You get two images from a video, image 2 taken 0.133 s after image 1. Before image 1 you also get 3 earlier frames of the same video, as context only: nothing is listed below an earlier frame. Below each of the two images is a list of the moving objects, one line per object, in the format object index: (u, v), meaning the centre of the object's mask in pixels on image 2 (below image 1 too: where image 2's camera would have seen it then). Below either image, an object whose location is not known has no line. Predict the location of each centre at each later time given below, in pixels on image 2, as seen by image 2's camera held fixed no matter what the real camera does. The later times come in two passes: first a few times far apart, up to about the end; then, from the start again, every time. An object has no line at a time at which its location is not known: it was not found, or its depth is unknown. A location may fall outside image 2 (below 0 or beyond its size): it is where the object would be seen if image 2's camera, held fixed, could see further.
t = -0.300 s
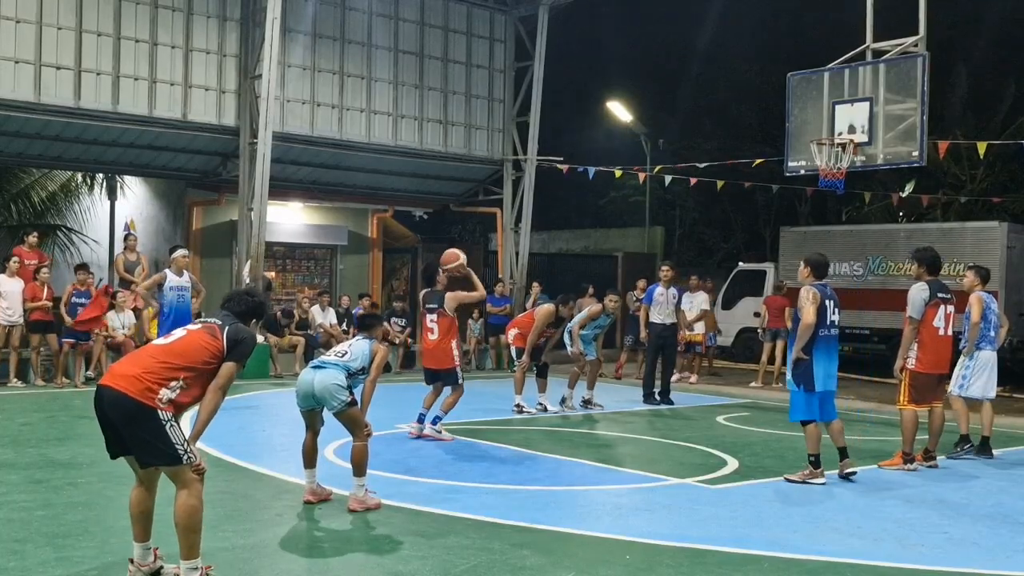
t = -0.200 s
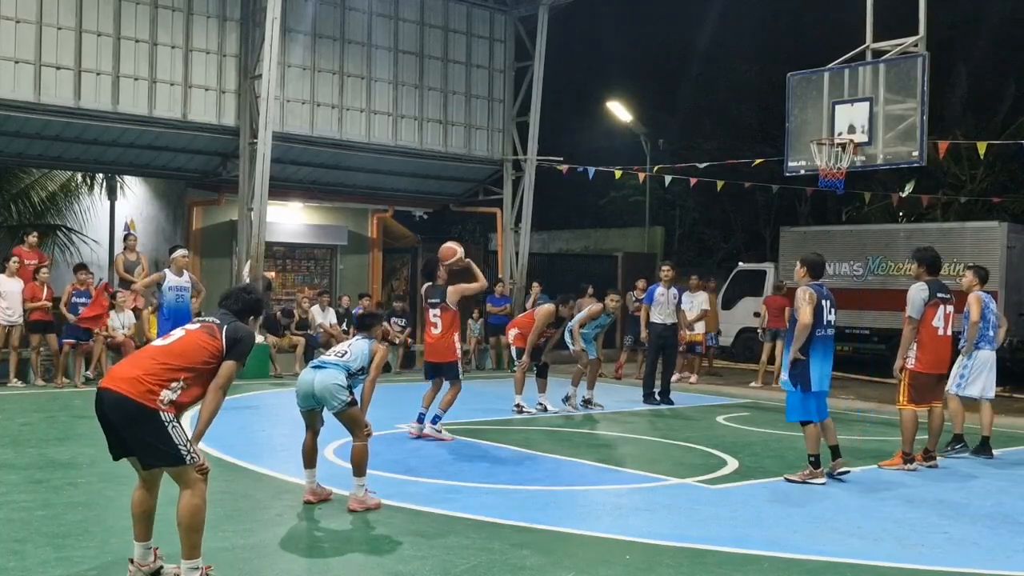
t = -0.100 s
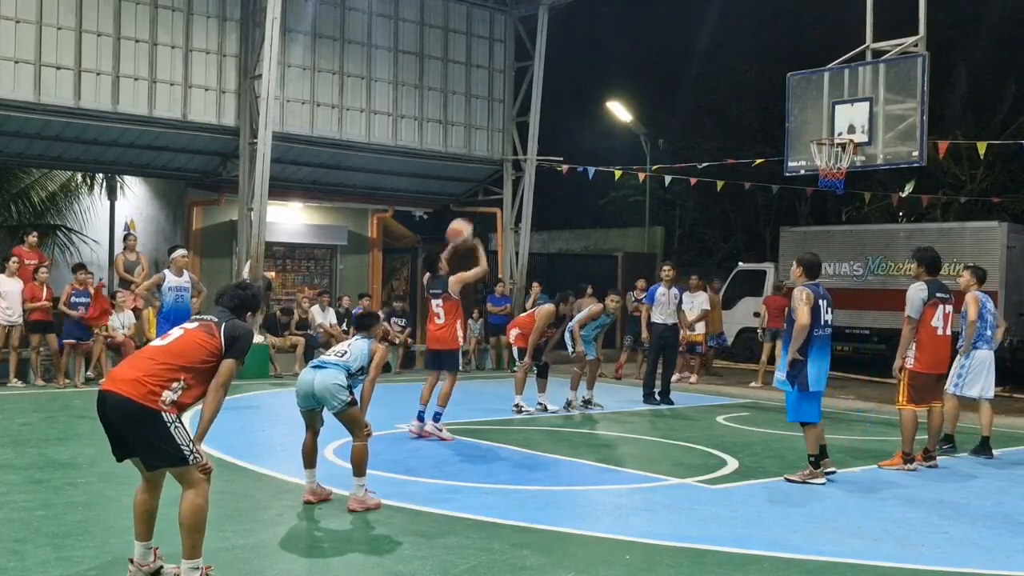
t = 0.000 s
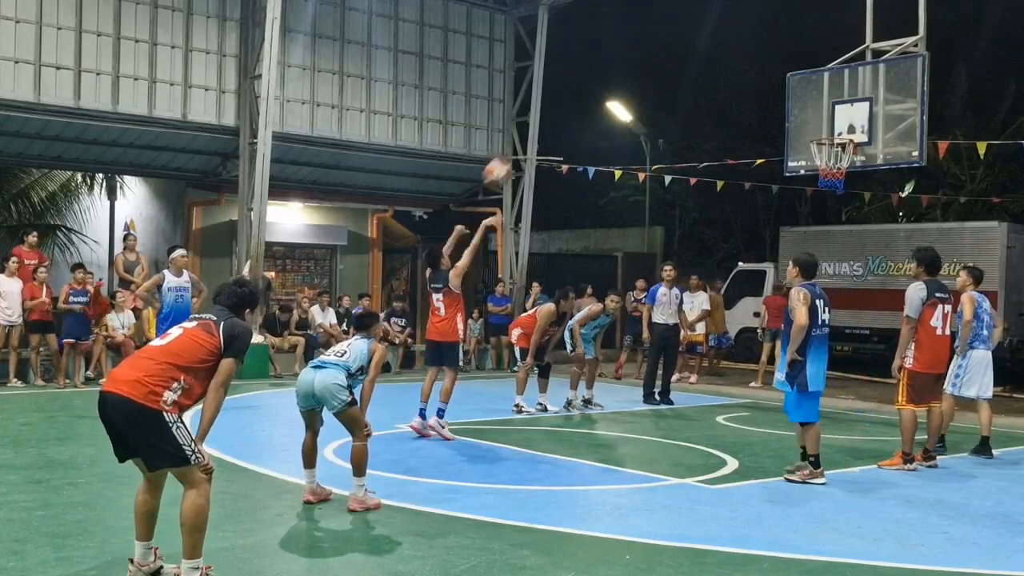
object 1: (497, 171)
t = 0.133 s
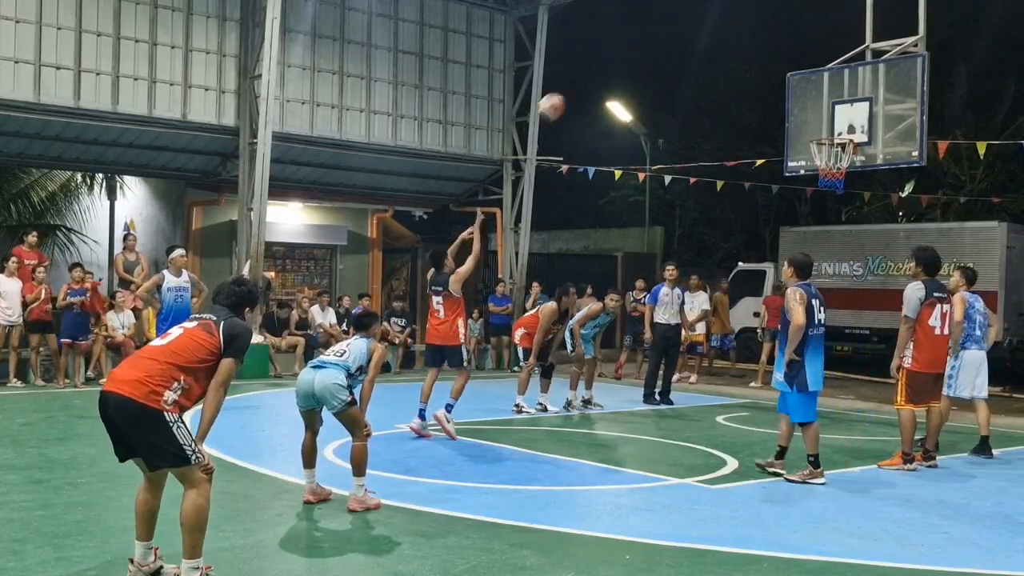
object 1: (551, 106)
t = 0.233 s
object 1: (589, 71)
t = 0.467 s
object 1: (670, 30)
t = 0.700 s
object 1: (742, 42)
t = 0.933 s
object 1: (805, 99)
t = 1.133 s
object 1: (845, 98)
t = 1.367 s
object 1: (862, 58)
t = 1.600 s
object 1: (875, 67)
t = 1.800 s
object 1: (884, 115)
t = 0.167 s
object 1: (564, 94)
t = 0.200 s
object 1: (577, 82)
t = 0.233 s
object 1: (589, 71)
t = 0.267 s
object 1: (602, 62)
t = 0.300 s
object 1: (614, 53)
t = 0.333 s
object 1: (625, 46)
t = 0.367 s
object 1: (637, 41)
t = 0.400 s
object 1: (648, 36)
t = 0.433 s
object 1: (659, 33)
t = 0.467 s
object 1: (670, 30)
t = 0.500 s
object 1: (681, 29)
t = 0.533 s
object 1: (692, 29)
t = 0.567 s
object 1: (702, 29)
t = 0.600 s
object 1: (712, 31)
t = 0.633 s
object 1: (722, 34)
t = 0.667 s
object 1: (732, 37)
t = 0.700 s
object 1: (742, 42)
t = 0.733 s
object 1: (752, 47)
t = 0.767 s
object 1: (761, 54)
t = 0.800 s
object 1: (770, 61)
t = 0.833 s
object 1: (779, 69)
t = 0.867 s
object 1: (788, 78)
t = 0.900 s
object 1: (797, 88)
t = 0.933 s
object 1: (805, 99)
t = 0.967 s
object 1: (812, 111)
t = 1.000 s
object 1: (822, 124)
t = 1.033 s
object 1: (829, 129)
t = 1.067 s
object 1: (835, 120)
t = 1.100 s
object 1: (840, 107)
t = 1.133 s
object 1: (845, 98)
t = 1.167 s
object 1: (850, 89)
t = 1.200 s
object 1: (852, 81)
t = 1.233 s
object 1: (855, 74)
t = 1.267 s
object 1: (857, 69)
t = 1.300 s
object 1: (859, 65)
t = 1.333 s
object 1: (860, 61)
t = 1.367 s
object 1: (862, 58)
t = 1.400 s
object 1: (864, 56)
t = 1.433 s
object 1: (866, 56)
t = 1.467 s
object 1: (867, 55)
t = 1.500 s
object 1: (869, 57)
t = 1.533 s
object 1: (871, 59)
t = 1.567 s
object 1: (873, 63)
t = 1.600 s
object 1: (875, 67)
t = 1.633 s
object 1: (876, 71)
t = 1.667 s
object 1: (878, 78)
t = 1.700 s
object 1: (879, 87)
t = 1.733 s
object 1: (881, 94)
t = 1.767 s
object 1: (882, 104)
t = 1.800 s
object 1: (884, 115)
